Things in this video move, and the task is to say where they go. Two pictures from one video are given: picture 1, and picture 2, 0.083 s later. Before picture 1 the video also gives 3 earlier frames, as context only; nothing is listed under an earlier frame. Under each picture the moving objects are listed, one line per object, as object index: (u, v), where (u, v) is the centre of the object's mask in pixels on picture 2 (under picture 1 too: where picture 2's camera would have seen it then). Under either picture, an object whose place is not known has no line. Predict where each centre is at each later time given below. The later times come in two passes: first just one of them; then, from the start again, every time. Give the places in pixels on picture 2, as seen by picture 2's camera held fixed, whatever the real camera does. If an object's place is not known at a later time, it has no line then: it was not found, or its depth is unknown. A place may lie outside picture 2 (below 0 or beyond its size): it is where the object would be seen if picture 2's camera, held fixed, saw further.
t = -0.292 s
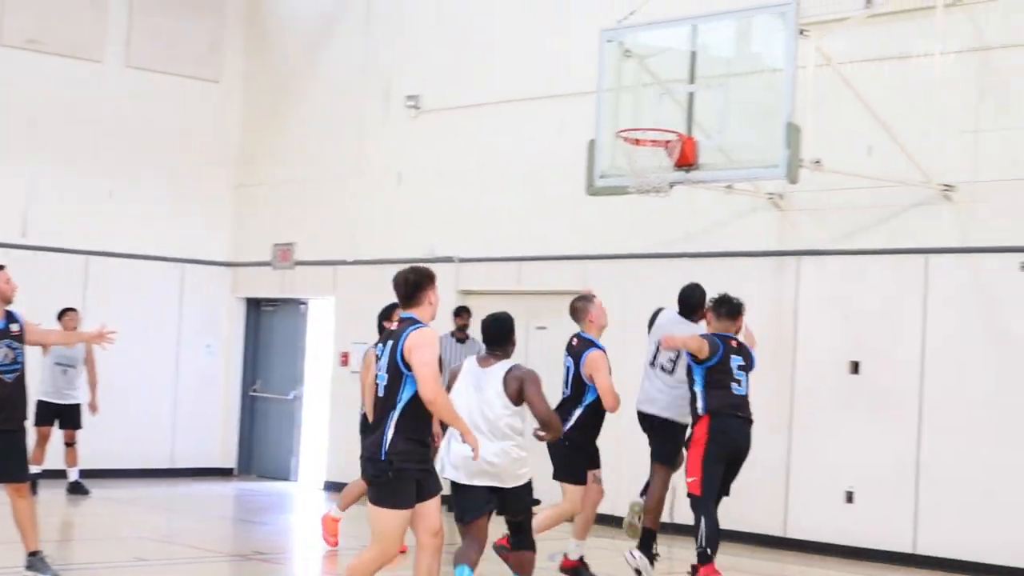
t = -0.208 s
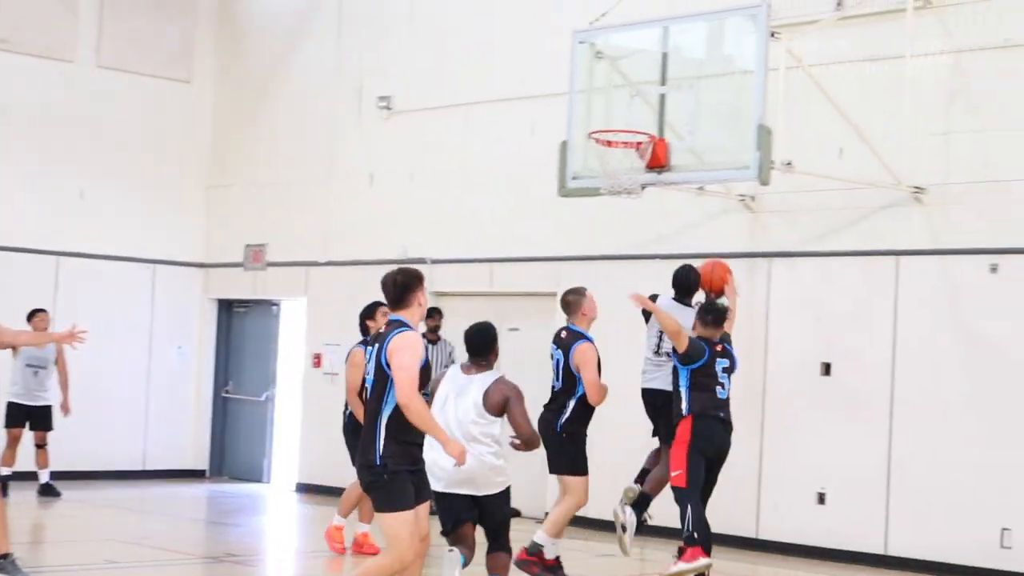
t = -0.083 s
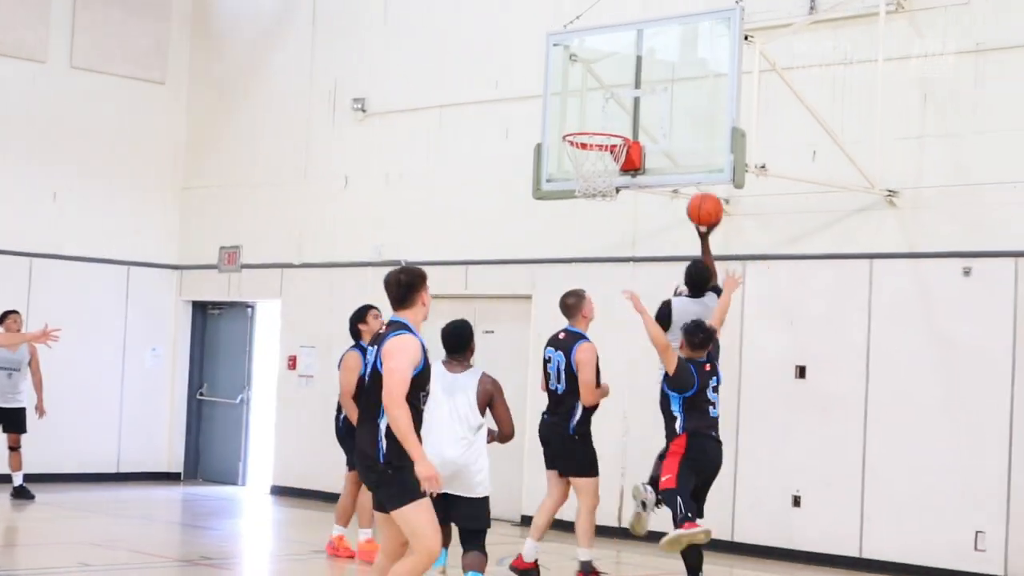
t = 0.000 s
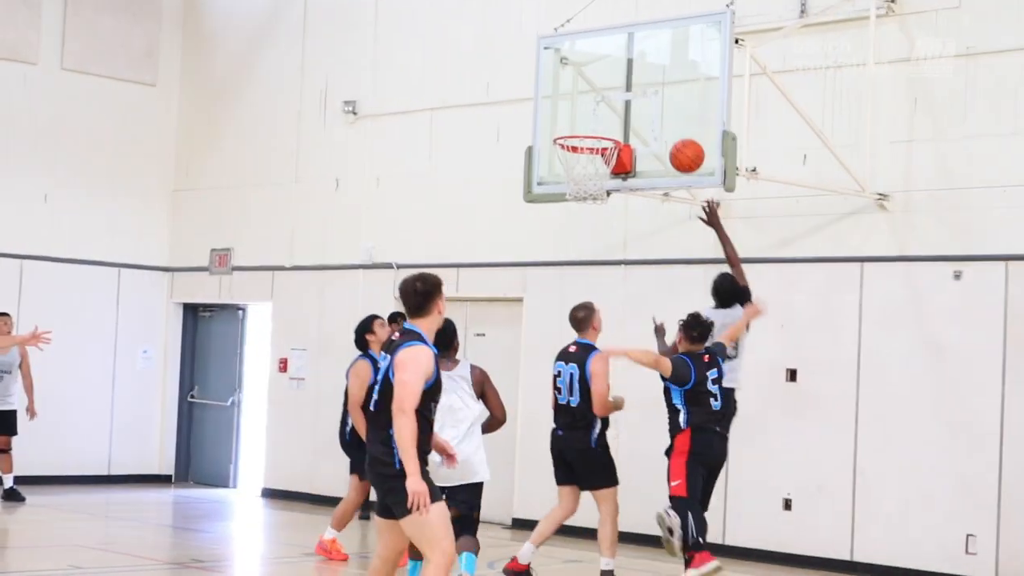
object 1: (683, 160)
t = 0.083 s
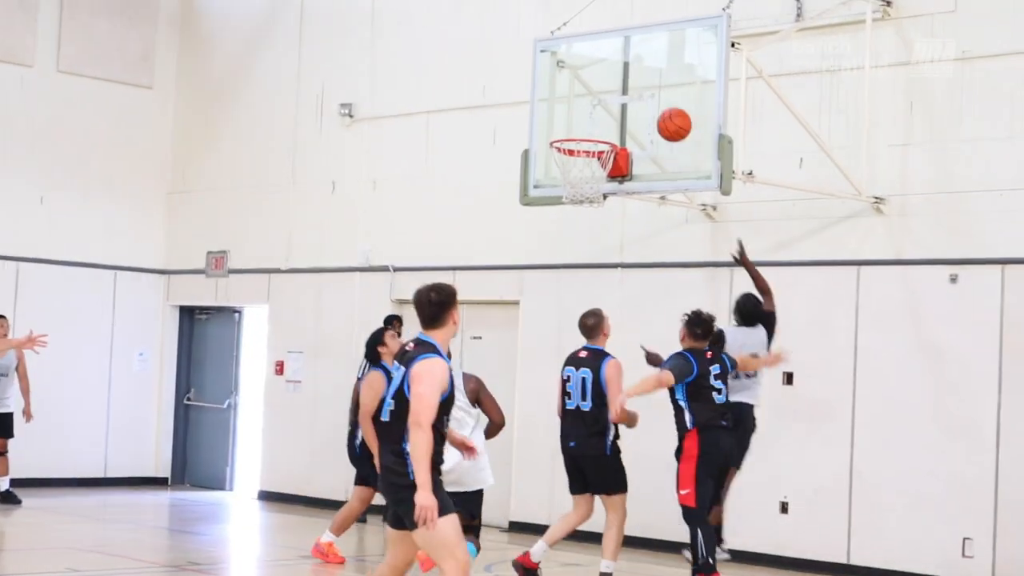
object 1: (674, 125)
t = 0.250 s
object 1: (656, 84)
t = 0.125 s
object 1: (670, 111)
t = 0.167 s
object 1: (665, 99)
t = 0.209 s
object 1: (661, 90)
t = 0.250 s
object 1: (656, 84)
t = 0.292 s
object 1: (651, 80)
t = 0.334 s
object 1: (646, 78)
